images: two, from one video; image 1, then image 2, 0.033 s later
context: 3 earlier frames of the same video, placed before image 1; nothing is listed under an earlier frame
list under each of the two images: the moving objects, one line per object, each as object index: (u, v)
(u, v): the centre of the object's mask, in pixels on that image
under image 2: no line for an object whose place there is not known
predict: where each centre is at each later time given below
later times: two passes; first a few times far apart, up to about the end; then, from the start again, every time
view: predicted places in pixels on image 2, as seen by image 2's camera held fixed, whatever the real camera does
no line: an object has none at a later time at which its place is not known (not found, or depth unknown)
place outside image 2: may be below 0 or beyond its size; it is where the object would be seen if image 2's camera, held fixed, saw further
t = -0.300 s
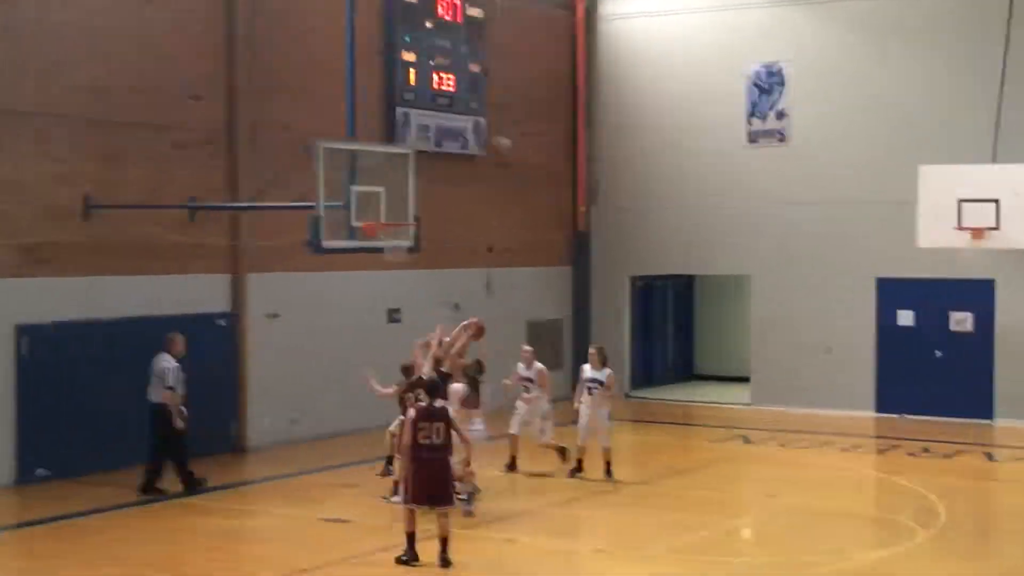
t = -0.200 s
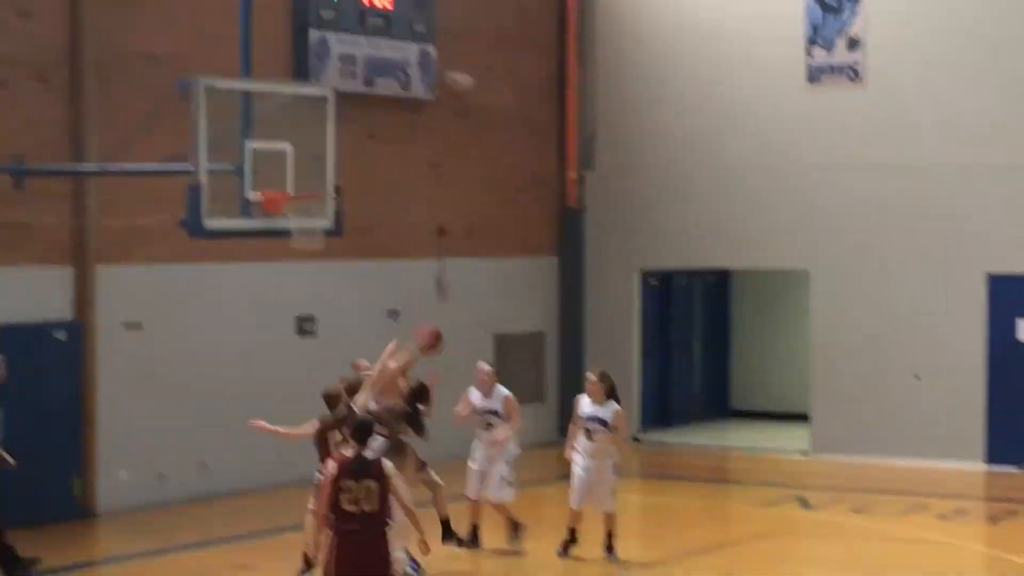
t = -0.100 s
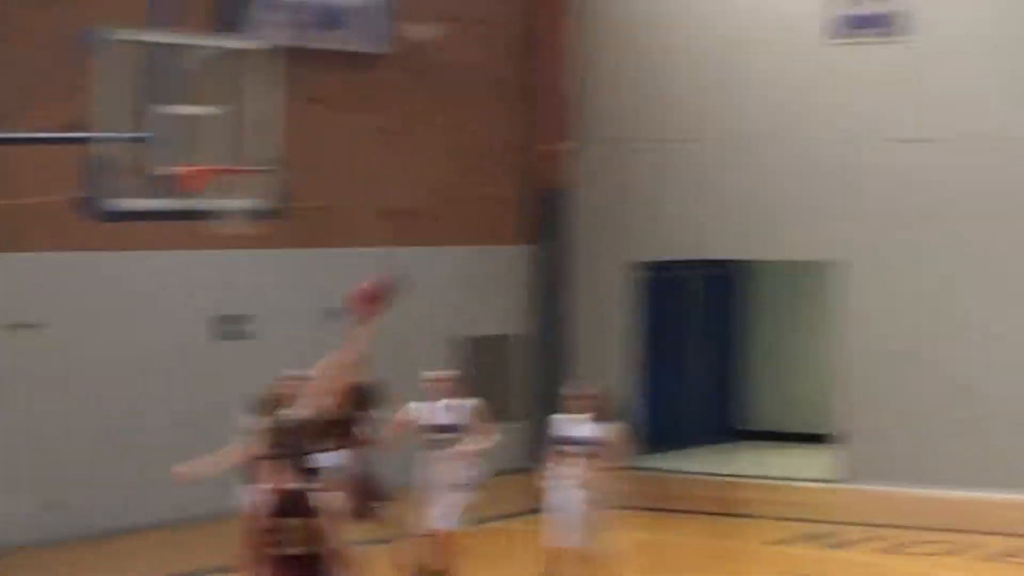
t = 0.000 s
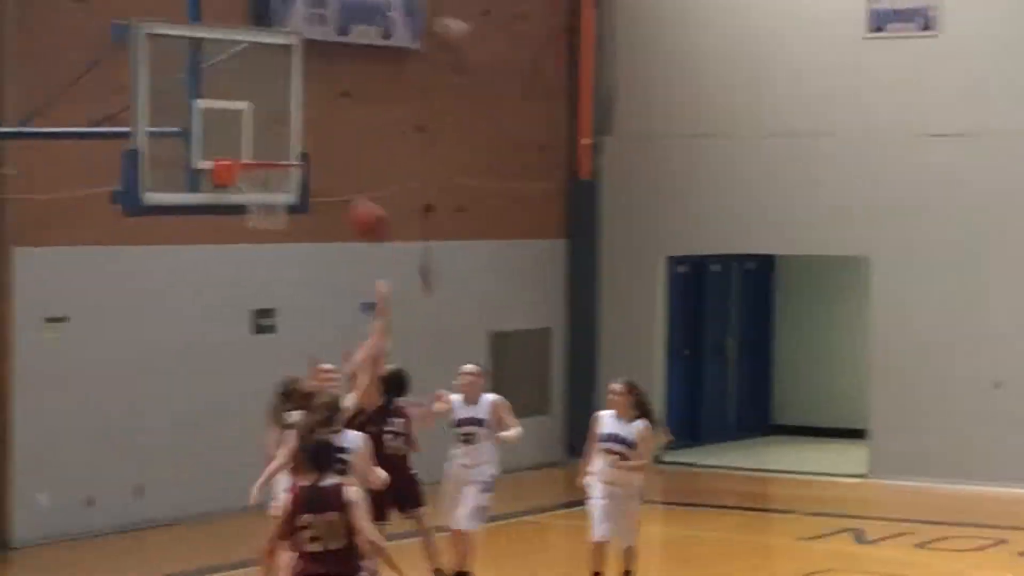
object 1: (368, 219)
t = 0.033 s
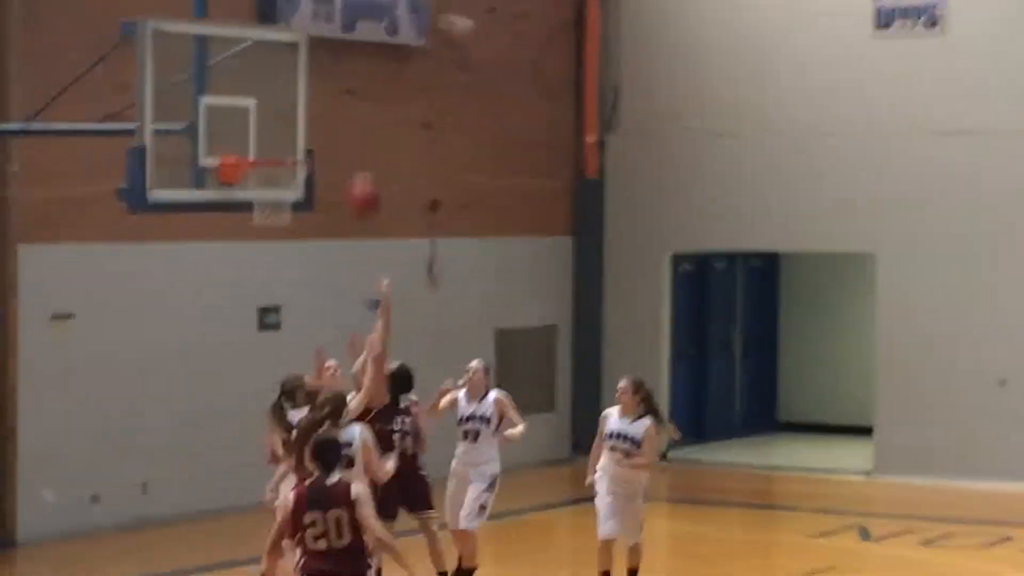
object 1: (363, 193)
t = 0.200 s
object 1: (308, 122)
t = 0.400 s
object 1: (245, 89)
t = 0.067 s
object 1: (352, 175)
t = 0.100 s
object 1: (341, 158)
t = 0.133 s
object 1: (329, 145)
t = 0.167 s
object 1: (318, 132)
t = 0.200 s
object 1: (308, 122)
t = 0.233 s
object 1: (297, 112)
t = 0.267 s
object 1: (286, 103)
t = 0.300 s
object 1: (277, 96)
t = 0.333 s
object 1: (270, 92)
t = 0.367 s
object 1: (257, 90)
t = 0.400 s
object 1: (245, 89)
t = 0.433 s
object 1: (234, 87)
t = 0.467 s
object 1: (232, 89)
